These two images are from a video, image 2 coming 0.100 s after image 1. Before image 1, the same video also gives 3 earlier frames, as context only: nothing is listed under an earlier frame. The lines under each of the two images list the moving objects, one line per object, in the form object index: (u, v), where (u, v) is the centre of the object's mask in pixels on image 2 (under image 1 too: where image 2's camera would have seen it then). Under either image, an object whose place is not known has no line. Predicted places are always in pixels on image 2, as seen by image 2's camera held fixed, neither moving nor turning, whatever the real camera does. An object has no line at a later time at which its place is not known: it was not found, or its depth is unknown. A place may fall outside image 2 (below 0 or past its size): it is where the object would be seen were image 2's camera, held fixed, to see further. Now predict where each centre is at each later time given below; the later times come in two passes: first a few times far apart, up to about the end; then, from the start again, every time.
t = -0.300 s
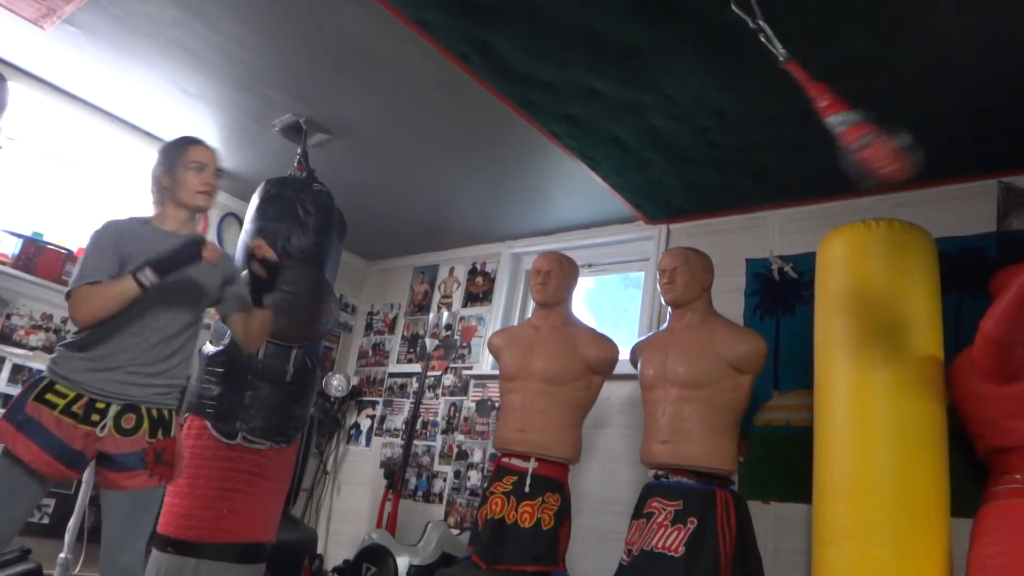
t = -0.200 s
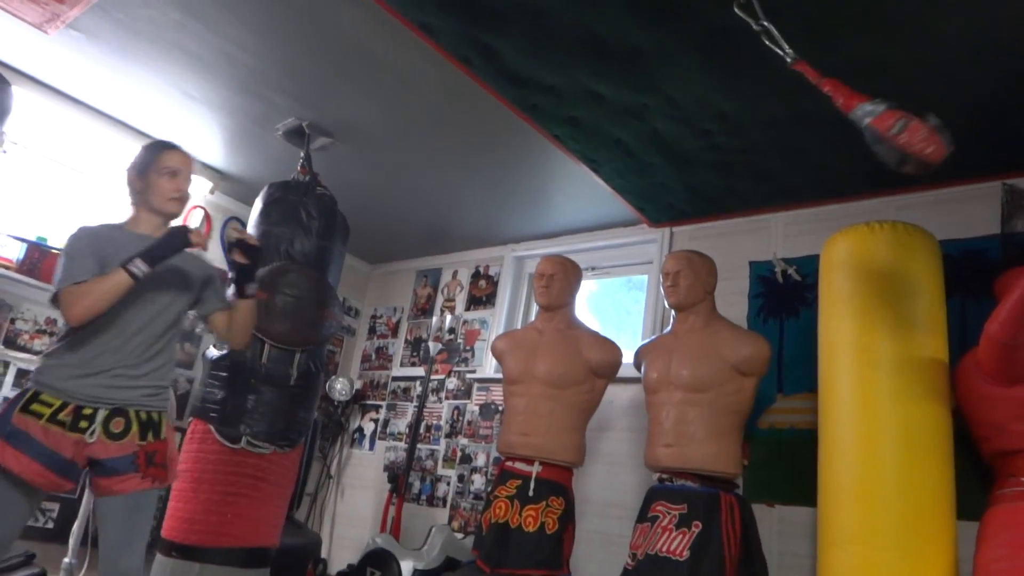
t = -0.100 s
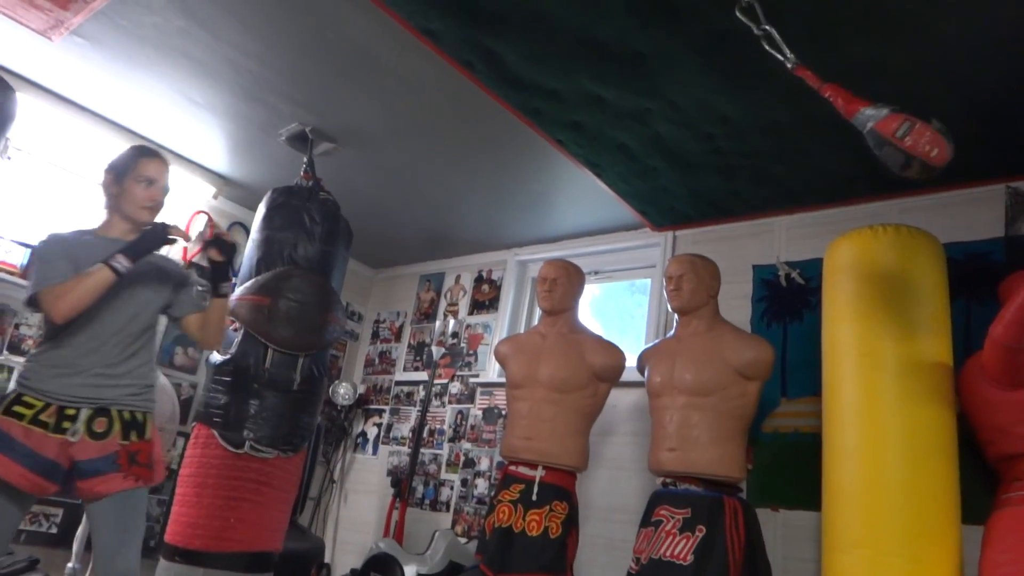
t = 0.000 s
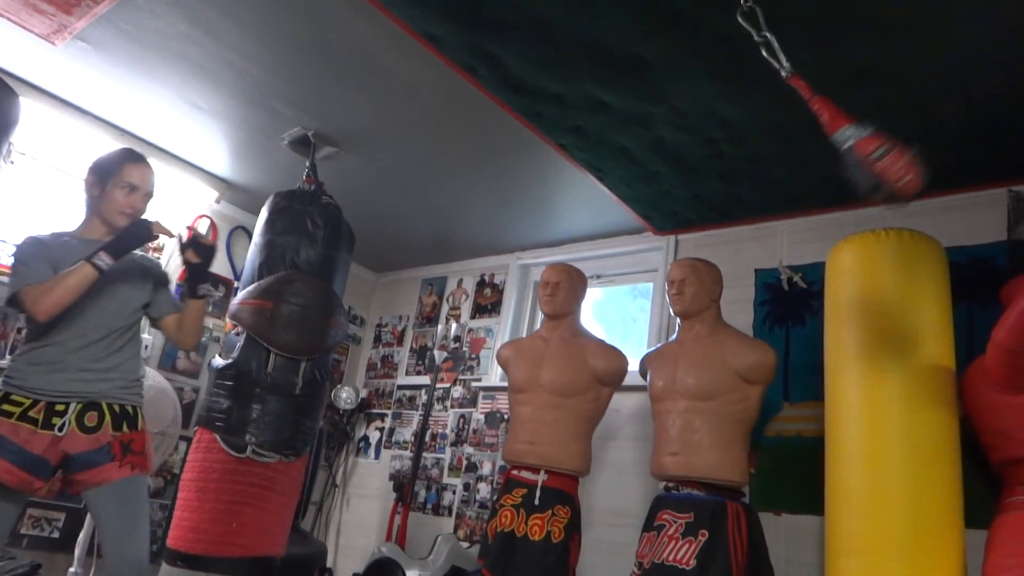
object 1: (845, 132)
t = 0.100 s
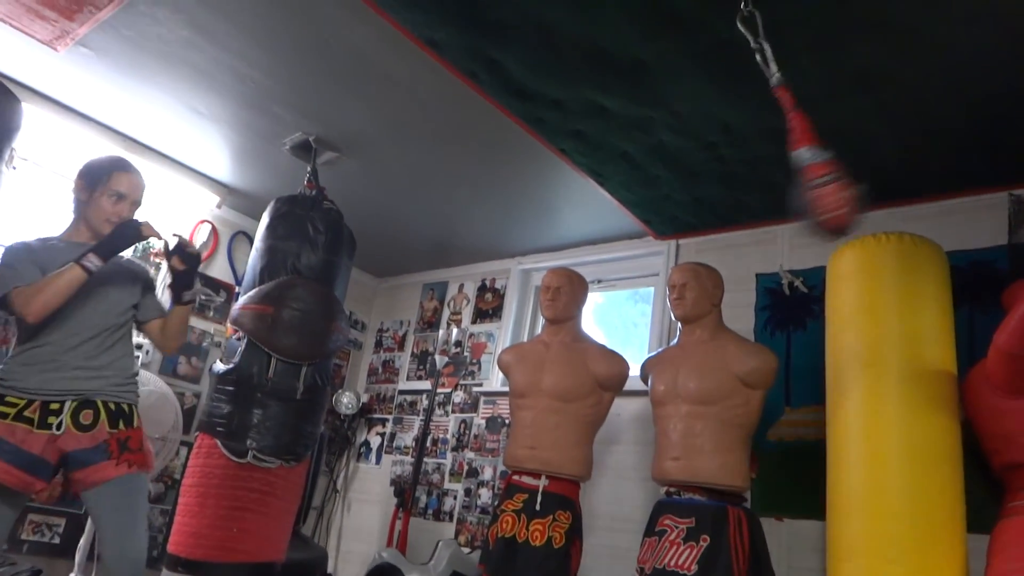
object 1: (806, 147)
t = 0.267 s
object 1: (708, 153)
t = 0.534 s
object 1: (633, 113)
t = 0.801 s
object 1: (669, 138)
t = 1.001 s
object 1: (783, 153)
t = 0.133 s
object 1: (788, 150)
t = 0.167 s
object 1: (769, 153)
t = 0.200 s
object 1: (748, 154)
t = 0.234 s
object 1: (728, 153)
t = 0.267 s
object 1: (708, 153)
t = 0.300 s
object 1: (691, 154)
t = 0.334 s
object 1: (676, 147)
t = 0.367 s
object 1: (663, 141)
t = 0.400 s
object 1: (652, 134)
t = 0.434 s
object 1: (645, 127)
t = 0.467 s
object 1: (638, 121)
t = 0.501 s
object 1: (635, 116)
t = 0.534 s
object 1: (633, 113)
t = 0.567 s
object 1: (632, 111)
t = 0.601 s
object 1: (632, 111)
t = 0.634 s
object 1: (634, 112)
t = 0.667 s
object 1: (637, 114)
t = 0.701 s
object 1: (641, 119)
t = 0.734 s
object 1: (648, 125)
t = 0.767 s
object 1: (658, 131)
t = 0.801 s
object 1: (669, 138)
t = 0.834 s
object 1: (685, 144)
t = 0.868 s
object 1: (703, 147)
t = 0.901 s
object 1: (721, 152)
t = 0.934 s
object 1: (742, 153)
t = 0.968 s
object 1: (763, 153)
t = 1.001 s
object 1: (783, 153)
